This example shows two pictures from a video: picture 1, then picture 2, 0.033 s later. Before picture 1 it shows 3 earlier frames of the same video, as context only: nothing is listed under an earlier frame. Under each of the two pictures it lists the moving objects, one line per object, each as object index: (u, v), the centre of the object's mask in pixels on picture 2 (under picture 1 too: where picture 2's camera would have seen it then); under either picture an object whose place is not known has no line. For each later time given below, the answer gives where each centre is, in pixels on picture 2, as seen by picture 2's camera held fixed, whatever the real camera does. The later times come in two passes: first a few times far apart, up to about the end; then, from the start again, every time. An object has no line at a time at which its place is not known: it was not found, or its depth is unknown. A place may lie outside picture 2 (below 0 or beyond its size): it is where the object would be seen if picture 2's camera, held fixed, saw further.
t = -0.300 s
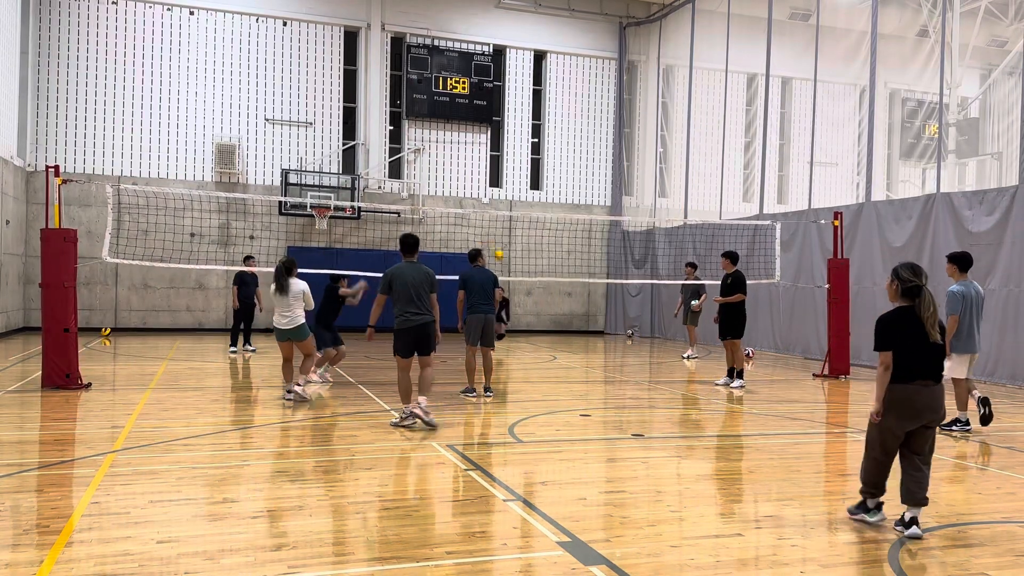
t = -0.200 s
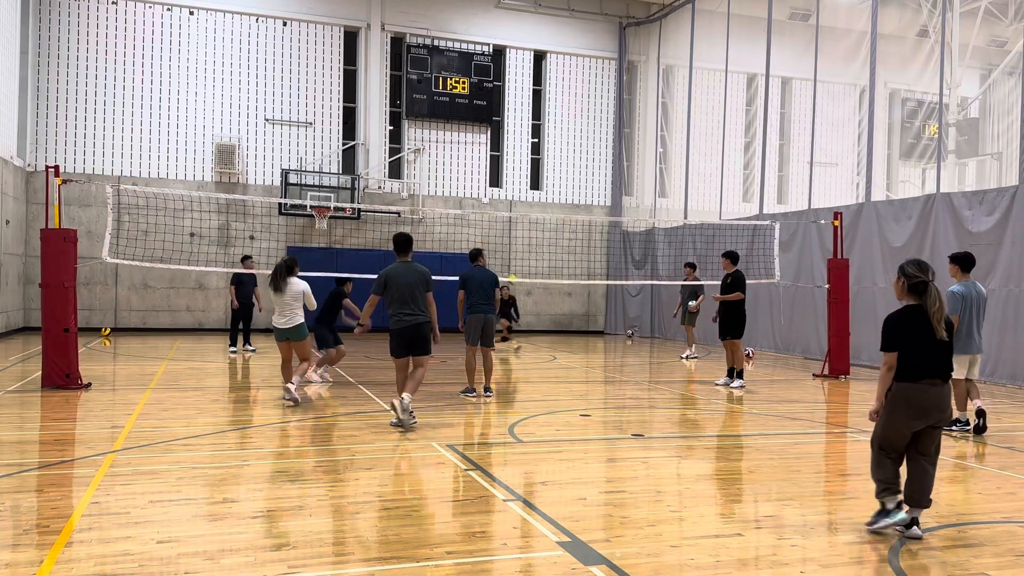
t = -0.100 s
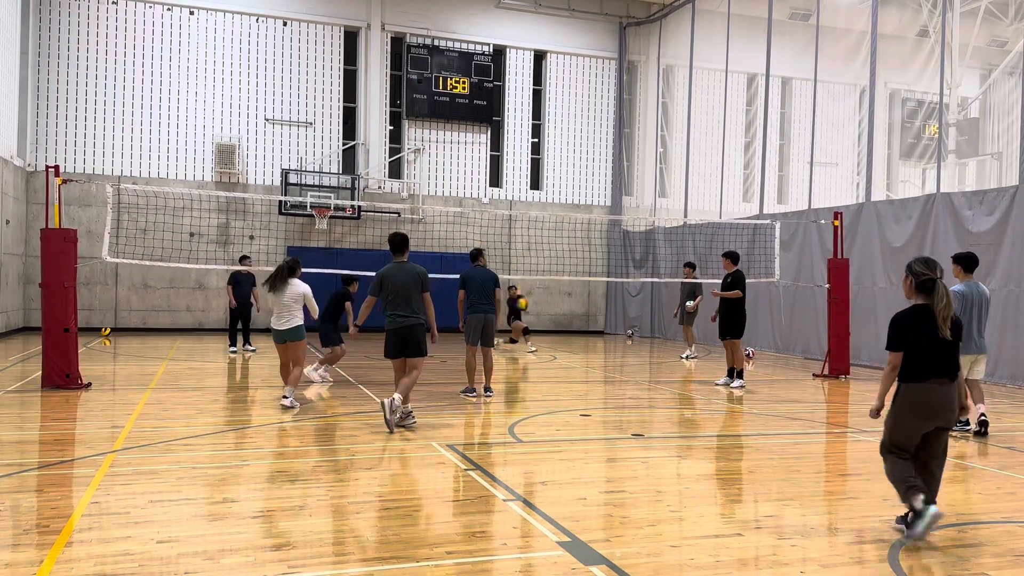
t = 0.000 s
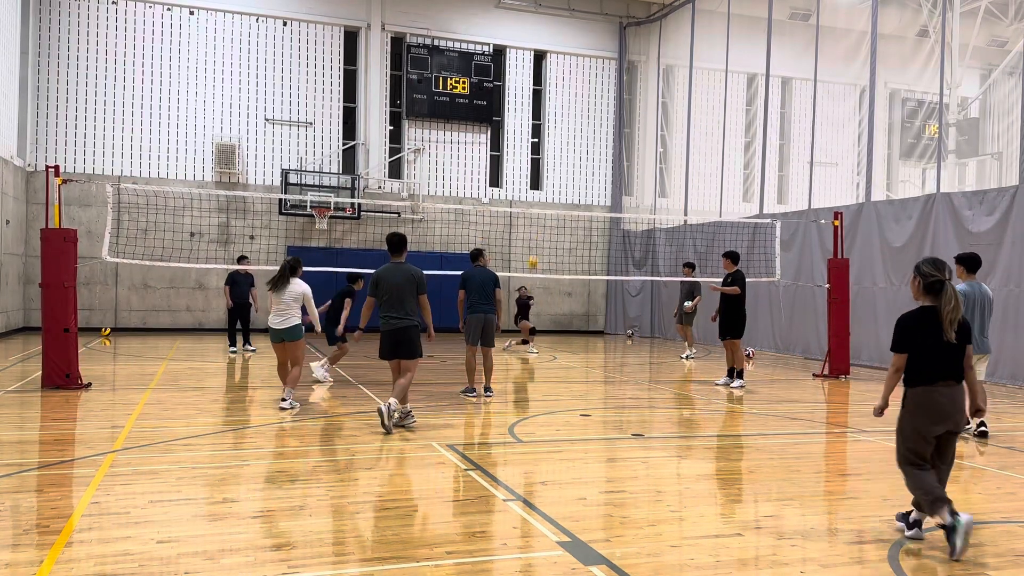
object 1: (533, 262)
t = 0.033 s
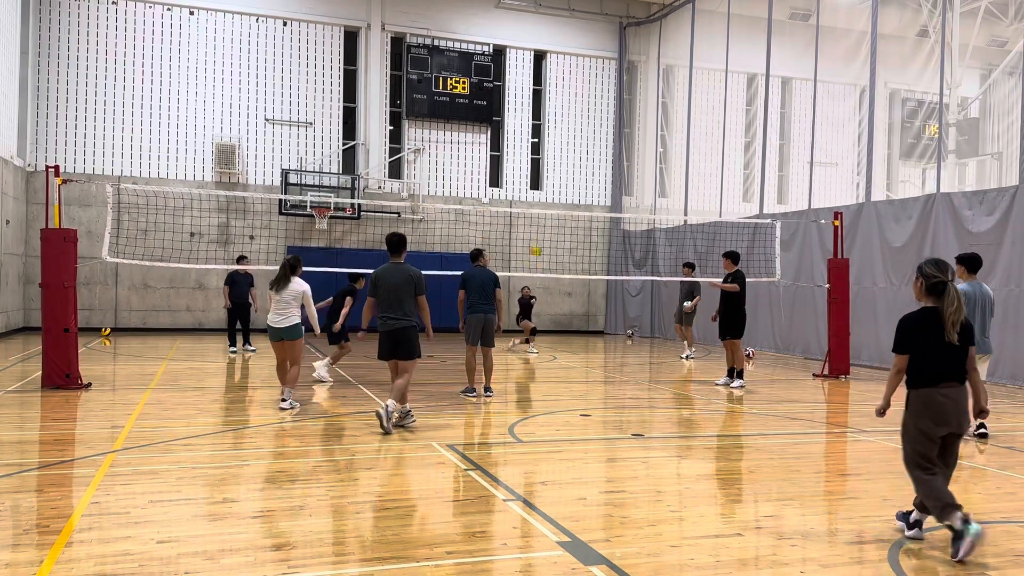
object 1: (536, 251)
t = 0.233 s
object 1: (557, 184)
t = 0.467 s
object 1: (581, 130)
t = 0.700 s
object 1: (606, 103)
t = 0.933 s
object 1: (631, 105)
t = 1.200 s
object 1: (659, 145)
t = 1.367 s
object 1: (678, 191)
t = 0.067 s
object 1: (540, 237)
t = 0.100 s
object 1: (543, 226)
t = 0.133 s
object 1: (548, 216)
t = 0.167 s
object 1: (550, 203)
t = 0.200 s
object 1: (554, 193)
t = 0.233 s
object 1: (557, 184)
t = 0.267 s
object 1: (560, 174)
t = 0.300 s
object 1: (565, 166)
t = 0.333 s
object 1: (568, 158)
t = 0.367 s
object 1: (571, 150)
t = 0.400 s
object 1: (574, 142)
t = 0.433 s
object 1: (578, 134)
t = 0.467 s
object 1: (581, 130)
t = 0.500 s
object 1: (585, 125)
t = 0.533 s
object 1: (588, 120)
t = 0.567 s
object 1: (592, 116)
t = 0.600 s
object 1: (595, 111)
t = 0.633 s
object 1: (599, 108)
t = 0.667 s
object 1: (603, 105)
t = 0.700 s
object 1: (606, 103)
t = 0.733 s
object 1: (609, 101)
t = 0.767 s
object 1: (613, 100)
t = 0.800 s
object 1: (617, 100)
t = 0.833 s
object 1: (620, 100)
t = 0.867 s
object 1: (624, 101)
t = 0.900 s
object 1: (627, 103)
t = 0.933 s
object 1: (631, 105)
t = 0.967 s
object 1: (635, 108)
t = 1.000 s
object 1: (638, 111)
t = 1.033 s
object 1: (642, 115)
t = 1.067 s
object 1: (645, 120)
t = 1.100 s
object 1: (649, 125)
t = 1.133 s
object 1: (652, 131)
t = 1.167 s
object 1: (656, 138)
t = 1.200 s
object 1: (659, 145)
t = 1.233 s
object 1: (663, 153)
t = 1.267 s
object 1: (667, 161)
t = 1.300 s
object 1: (670, 170)
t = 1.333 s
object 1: (673, 180)
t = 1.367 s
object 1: (678, 191)
